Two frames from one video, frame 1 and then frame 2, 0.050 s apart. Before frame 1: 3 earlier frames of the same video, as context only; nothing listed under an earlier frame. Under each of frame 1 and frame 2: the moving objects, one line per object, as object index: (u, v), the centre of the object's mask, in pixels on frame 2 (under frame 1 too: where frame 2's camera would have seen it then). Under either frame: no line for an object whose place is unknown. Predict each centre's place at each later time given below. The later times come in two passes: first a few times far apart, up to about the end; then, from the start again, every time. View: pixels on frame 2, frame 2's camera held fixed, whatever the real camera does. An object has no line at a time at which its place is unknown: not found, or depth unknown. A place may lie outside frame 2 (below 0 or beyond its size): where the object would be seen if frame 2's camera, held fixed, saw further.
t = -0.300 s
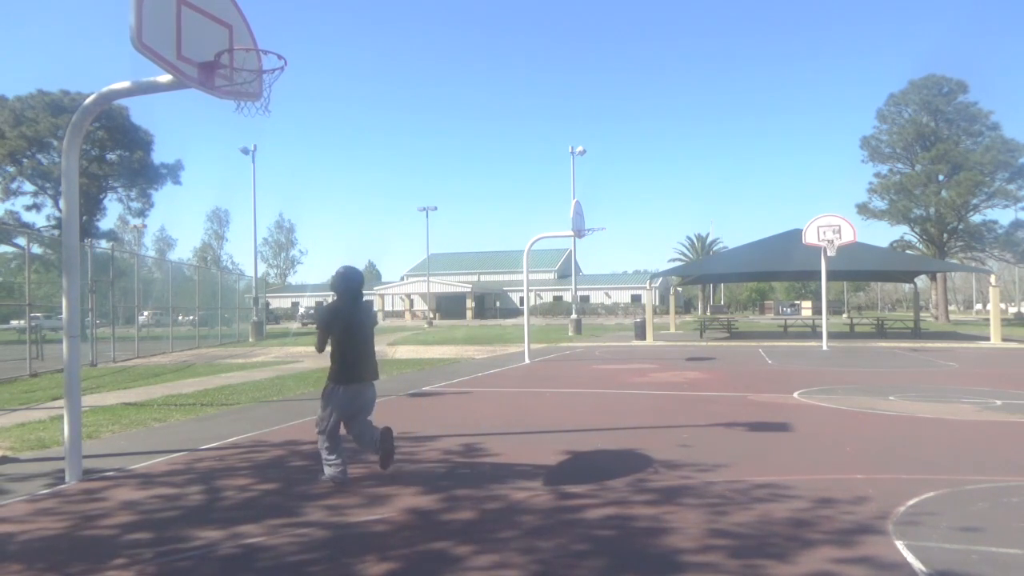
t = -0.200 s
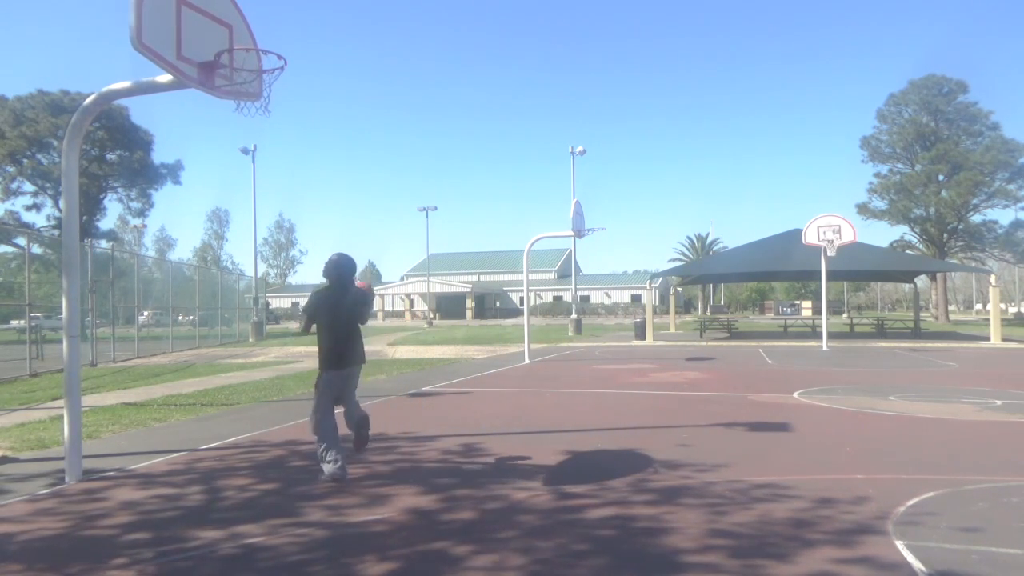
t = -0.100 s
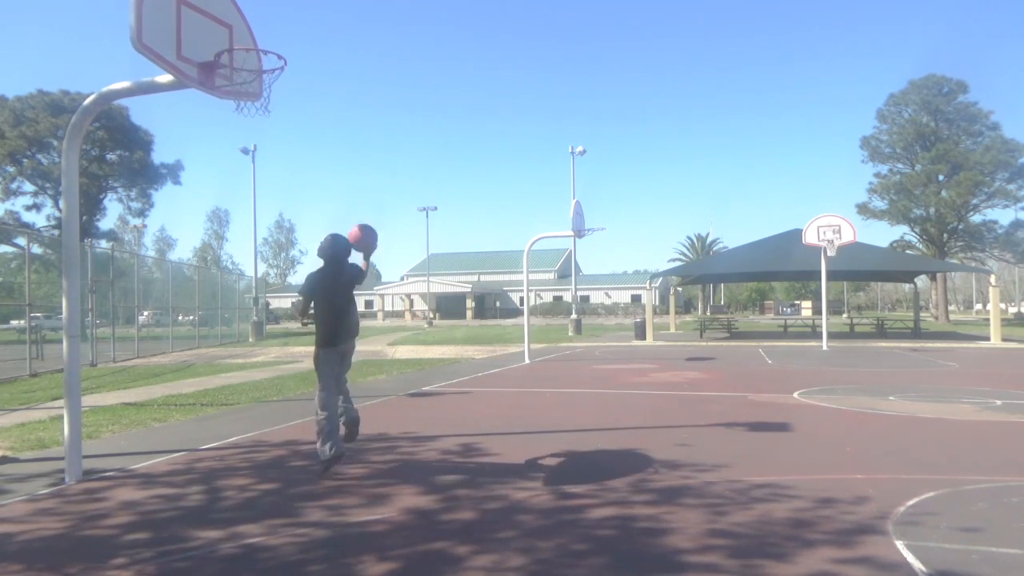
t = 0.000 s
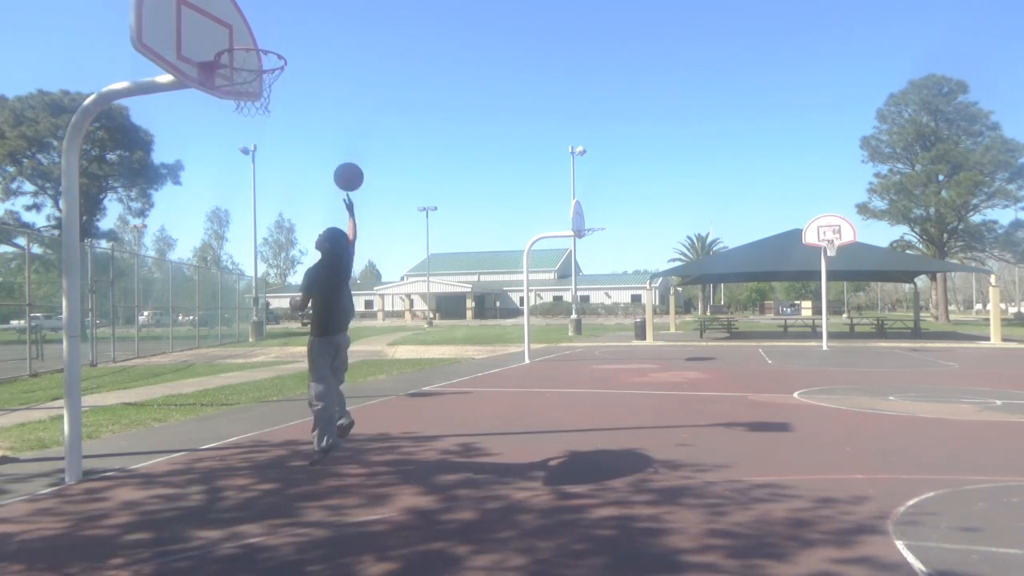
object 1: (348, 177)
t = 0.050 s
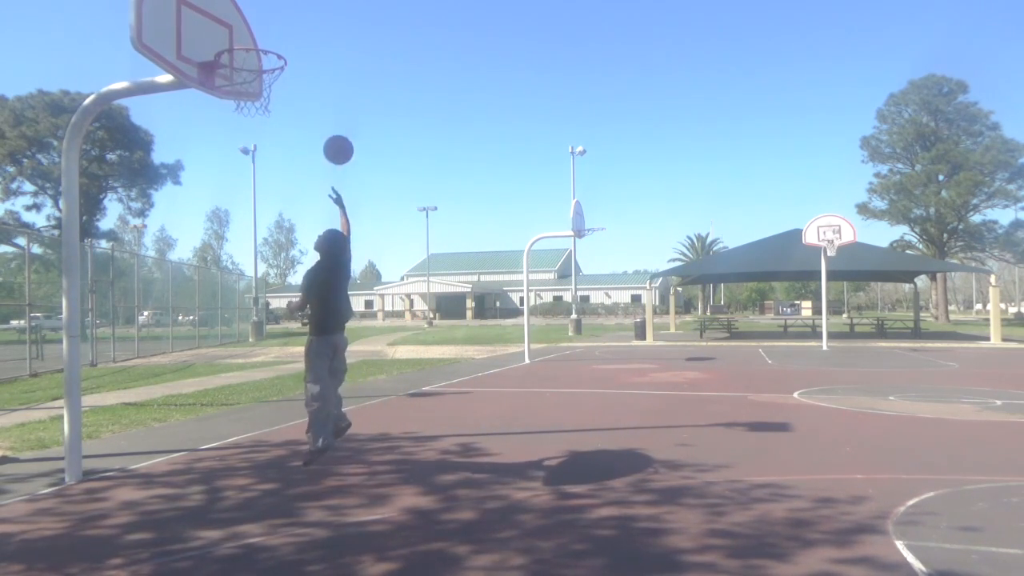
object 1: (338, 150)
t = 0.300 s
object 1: (287, 58)
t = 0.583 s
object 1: (266, 53)
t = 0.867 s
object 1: (301, 141)
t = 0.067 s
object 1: (335, 141)
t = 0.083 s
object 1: (331, 133)
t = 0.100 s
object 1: (328, 126)
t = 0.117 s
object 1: (325, 118)
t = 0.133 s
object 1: (321, 111)
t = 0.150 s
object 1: (318, 105)
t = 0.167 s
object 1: (314, 98)
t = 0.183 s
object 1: (311, 92)
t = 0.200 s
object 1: (308, 86)
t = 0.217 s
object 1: (304, 81)
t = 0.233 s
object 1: (301, 76)
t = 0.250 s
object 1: (297, 71)
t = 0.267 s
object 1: (294, 66)
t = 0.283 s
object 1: (290, 62)
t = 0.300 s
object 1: (287, 58)
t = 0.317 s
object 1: (283, 55)
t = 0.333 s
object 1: (279, 52)
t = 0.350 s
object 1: (276, 48)
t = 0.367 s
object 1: (273, 46)
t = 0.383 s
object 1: (270, 43)
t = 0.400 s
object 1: (266, 41)
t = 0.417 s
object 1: (262, 39)
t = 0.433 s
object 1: (259, 38)
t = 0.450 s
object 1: (259, 39)
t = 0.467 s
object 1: (260, 39)
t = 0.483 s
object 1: (262, 40)
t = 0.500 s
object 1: (263, 41)
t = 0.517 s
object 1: (263, 43)
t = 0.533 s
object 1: (264, 45)
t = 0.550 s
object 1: (265, 47)
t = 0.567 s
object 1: (266, 50)
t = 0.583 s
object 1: (266, 53)
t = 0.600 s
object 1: (268, 57)
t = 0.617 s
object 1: (269, 60)
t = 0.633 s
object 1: (269, 64)
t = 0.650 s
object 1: (270, 68)
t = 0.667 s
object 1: (271, 73)
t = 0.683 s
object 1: (273, 77)
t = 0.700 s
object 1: (276, 81)
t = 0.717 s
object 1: (278, 86)
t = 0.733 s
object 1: (281, 91)
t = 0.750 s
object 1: (283, 96)
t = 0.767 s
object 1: (286, 101)
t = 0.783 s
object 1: (288, 107)
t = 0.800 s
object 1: (291, 113)
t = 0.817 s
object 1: (293, 120)
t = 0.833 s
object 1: (296, 126)
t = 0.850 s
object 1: (298, 134)
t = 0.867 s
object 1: (301, 141)
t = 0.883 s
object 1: (303, 148)
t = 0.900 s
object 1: (306, 156)
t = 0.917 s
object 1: (308, 164)
